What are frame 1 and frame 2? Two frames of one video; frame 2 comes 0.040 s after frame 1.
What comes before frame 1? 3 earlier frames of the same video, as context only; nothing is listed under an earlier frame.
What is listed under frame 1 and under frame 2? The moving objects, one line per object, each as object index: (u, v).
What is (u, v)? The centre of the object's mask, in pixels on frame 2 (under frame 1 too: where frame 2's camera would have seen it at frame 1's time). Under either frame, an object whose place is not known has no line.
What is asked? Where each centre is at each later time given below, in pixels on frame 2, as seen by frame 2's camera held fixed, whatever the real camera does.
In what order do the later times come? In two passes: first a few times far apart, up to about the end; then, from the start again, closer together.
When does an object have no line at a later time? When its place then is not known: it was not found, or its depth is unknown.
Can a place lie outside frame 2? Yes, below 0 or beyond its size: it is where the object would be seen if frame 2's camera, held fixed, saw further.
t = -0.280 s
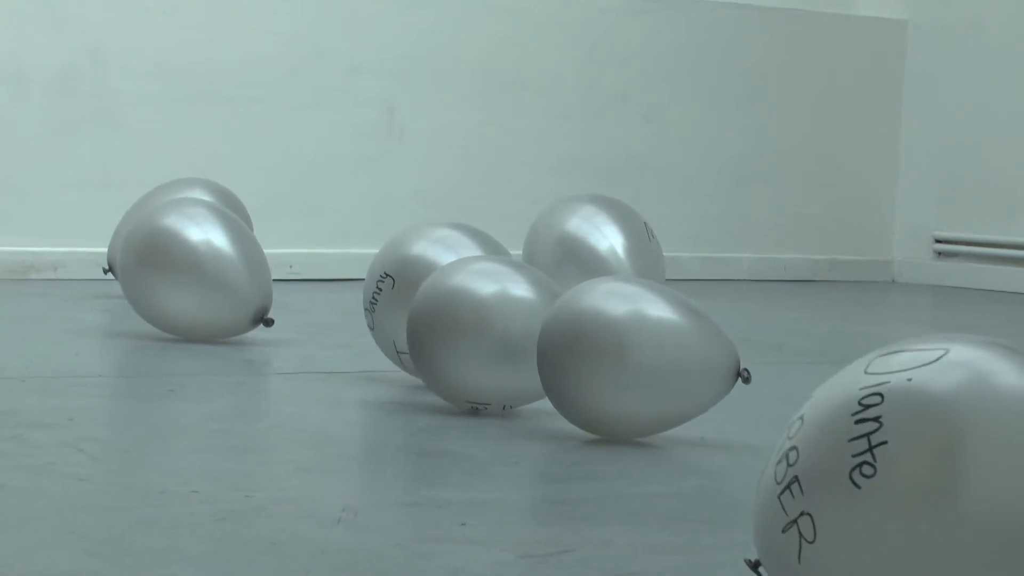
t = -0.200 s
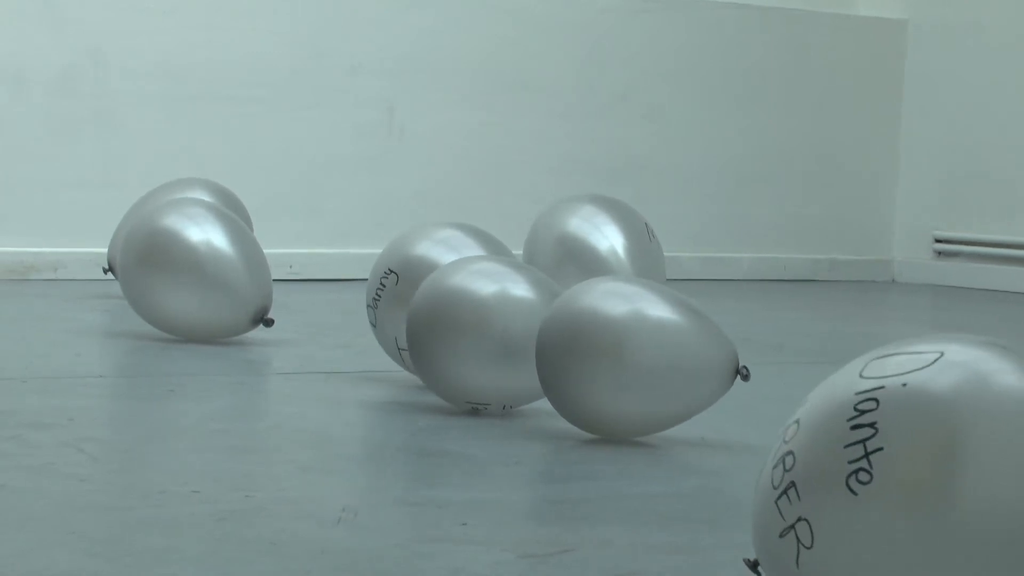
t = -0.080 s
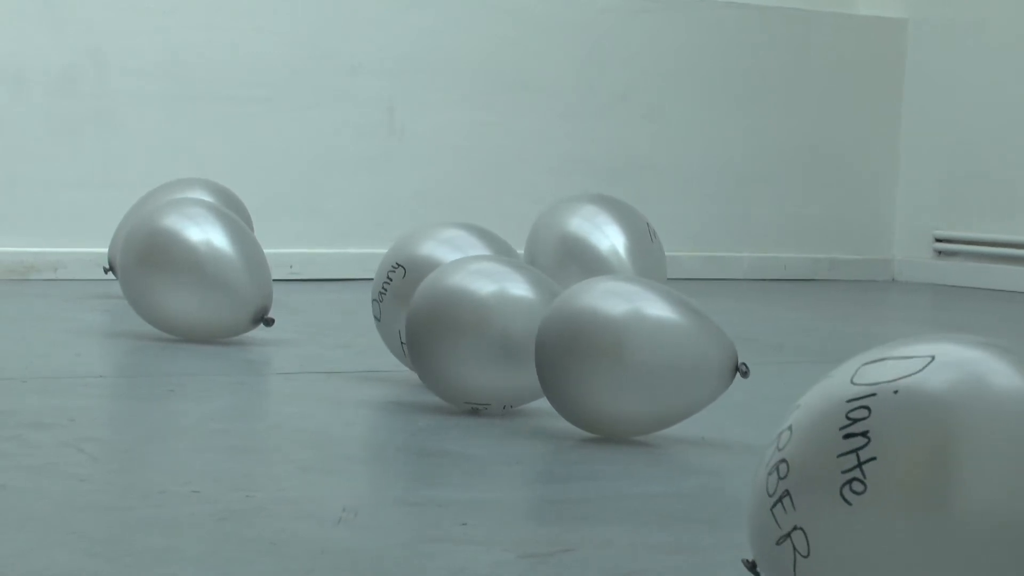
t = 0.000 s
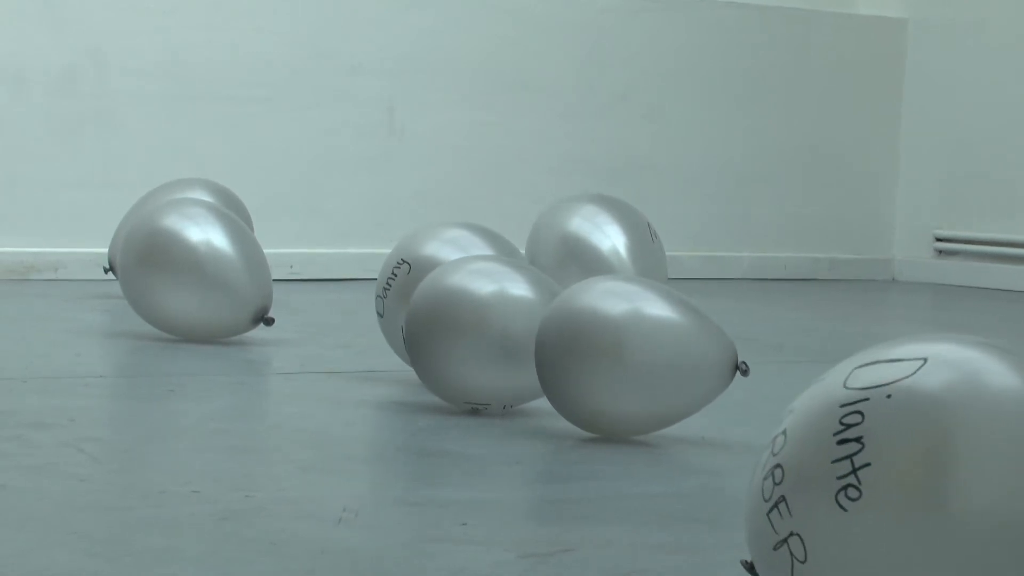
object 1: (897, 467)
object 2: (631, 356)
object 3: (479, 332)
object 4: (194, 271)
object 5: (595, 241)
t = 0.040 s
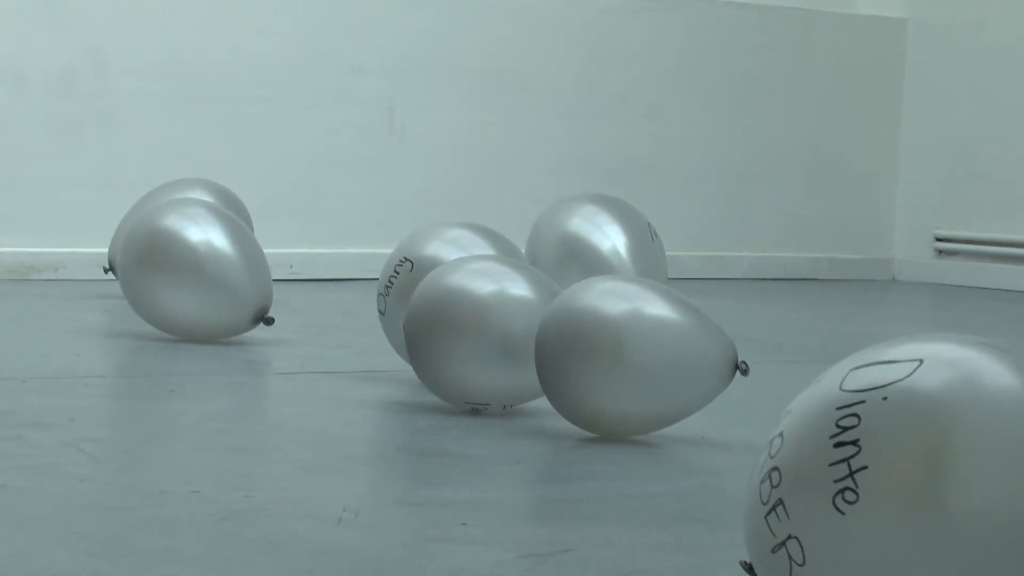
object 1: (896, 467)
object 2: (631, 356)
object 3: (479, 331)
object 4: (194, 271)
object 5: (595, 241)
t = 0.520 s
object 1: (882, 468)
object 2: (637, 358)
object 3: (478, 331)
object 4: (194, 271)
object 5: (599, 241)
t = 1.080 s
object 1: (872, 468)
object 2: (647, 362)
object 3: (478, 332)
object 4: (201, 272)
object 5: (601, 244)
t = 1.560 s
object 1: (868, 469)
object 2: (644, 364)
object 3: (480, 332)
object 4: (203, 273)
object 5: (608, 241)
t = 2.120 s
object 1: (867, 469)
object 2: (642, 365)
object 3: (482, 333)
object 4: (198, 273)
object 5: (606, 242)
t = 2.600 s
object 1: (874, 468)
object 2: (646, 367)
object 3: (484, 332)
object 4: (198, 273)
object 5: (601, 245)
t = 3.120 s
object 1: (886, 467)
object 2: (649, 368)
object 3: (483, 334)
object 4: (199, 273)
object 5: (596, 247)
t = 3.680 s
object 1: (898, 467)
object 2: (651, 368)
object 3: (486, 335)
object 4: (197, 274)
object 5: (598, 247)
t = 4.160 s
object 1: (903, 467)
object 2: (646, 367)
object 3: (490, 335)
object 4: (196, 274)
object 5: (600, 246)
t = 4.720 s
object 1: (906, 466)
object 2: (636, 365)
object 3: (483, 335)
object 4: (199, 273)
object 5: (599, 246)
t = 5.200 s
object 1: (907, 466)
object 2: (635, 364)
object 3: (478, 334)
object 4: (198, 272)
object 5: (598, 246)
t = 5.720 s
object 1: (905, 466)
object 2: (645, 366)
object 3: (480, 334)
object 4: (201, 273)
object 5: (599, 247)
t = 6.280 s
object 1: (899, 466)
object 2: (642, 365)
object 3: (482, 332)
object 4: (204, 272)
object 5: (602, 246)
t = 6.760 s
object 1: (891, 467)
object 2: (634, 364)
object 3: (481, 332)
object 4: (206, 271)
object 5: (604, 245)
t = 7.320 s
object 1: (885, 468)
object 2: (641, 365)
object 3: (482, 333)
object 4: (209, 270)
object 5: (603, 245)
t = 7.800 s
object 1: (882, 469)
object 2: (649, 365)
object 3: (482, 333)
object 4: (208, 270)
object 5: (600, 245)
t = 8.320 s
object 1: (883, 470)
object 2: (646, 364)
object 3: (482, 333)
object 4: (208, 271)
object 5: (600, 245)
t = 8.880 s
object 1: (889, 470)
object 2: (637, 363)
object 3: (482, 332)
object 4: (208, 270)
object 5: (596, 244)
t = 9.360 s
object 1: (896, 471)
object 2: (640, 363)
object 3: (483, 331)
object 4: (207, 270)
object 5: (593, 243)
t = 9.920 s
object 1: (901, 470)
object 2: (649, 364)
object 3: (481, 331)
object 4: (205, 271)
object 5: (591, 243)
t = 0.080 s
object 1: (895, 467)
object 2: (631, 356)
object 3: (478, 332)
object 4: (194, 271)
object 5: (595, 241)
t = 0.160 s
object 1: (894, 466)
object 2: (631, 356)
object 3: (478, 331)
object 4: (195, 271)
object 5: (596, 241)
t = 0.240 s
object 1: (891, 467)
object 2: (632, 356)
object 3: (478, 331)
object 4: (194, 272)
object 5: (596, 241)
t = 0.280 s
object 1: (889, 467)
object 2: (632, 357)
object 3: (478, 331)
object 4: (194, 272)
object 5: (596, 241)
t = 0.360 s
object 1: (887, 467)
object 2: (634, 357)
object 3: (478, 332)
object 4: (194, 272)
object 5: (597, 241)
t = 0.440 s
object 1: (885, 467)
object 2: (635, 357)
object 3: (478, 331)
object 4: (194, 271)
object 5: (598, 242)
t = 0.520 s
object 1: (882, 468)
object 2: (637, 358)
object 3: (478, 331)
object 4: (194, 271)
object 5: (599, 241)
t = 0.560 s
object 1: (881, 468)
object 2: (638, 358)
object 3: (478, 331)
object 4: (195, 271)
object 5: (598, 242)
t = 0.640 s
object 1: (879, 467)
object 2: (640, 359)
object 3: (478, 331)
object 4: (196, 271)
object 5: (599, 242)
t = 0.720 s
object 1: (878, 467)
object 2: (642, 359)
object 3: (478, 331)
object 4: (196, 271)
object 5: (599, 243)
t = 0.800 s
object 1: (877, 467)
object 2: (644, 360)
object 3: (478, 331)
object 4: (197, 271)
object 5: (599, 243)
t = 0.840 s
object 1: (876, 467)
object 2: (644, 360)
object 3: (478, 331)
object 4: (198, 271)
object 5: (599, 243)
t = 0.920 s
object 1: (874, 468)
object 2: (646, 361)
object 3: (478, 332)
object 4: (199, 272)
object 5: (600, 244)
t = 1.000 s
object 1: (873, 468)
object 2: (647, 361)
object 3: (478, 332)
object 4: (200, 272)
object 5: (600, 244)
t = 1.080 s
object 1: (872, 468)
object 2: (647, 362)
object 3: (478, 332)
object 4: (201, 272)
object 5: (601, 244)
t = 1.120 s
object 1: (872, 468)
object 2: (647, 362)
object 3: (478, 332)
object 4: (201, 272)
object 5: (606, 240)
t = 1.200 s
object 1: (871, 468)
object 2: (647, 362)
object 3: (479, 332)
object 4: (202, 272)
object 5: (607, 241)
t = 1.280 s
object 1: (870, 469)
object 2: (646, 363)
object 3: (479, 332)
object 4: (202, 273)
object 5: (607, 241)
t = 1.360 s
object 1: (870, 469)
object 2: (646, 363)
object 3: (479, 332)
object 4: (203, 273)
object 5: (607, 241)
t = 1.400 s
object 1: (869, 469)
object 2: (646, 363)
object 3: (479, 332)
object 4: (203, 273)
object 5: (608, 241)
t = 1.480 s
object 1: (869, 469)
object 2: (645, 364)
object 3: (479, 332)
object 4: (203, 273)
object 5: (608, 241)
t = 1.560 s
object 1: (868, 469)
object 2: (644, 364)
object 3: (480, 332)
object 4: (203, 273)
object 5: (608, 241)
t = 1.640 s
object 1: (868, 469)
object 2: (644, 364)
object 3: (480, 332)
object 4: (203, 273)
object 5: (608, 241)
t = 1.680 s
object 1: (868, 469)
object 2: (644, 364)
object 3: (480, 332)
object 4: (203, 273)
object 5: (608, 241)
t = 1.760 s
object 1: (867, 469)
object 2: (643, 364)
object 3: (481, 333)
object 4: (202, 273)
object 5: (608, 241)
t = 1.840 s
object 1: (867, 469)
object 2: (642, 365)
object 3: (481, 333)
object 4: (201, 273)
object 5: (608, 241)
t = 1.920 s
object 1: (867, 469)
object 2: (642, 365)
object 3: (481, 333)
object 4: (200, 273)
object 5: (607, 242)
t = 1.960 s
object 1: (867, 469)
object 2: (642, 365)
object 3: (482, 333)
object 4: (200, 273)
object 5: (607, 242)
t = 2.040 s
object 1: (867, 469)
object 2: (642, 365)
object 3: (482, 333)
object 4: (199, 273)
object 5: (607, 242)
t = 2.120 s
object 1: (867, 469)
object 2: (642, 365)
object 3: (482, 333)
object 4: (198, 273)
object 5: (606, 242)
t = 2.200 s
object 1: (867, 469)
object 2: (642, 366)
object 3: (483, 333)
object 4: (197, 273)
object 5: (605, 243)
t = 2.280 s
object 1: (868, 469)
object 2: (642, 366)
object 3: (483, 333)
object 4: (197, 273)
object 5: (604, 243)
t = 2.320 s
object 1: (869, 468)
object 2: (643, 366)
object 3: (484, 333)
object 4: (197, 272)
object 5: (604, 243)
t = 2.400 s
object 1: (871, 468)
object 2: (644, 366)
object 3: (485, 333)
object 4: (197, 273)
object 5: (603, 244)
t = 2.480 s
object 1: (872, 468)
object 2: (646, 366)
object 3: (485, 333)
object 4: (198, 273)
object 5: (600, 246)
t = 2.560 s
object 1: (874, 468)
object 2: (646, 367)
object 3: (485, 333)
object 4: (198, 273)
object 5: (602, 244)
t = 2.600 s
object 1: (874, 468)
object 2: (646, 367)
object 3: (484, 332)
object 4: (198, 273)
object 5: (601, 245)
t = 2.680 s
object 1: (877, 468)
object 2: (648, 367)
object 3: (486, 333)
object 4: (199, 272)
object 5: (601, 245)
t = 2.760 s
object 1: (878, 467)
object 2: (648, 367)
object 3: (485, 333)
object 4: (200, 272)
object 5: (600, 246)
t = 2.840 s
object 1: (880, 467)
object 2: (648, 367)
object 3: (484, 333)
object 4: (200, 273)
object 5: (598, 247)
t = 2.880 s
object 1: (881, 467)
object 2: (649, 367)
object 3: (484, 333)
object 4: (199, 273)
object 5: (598, 247)
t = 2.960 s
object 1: (882, 467)
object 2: (648, 368)
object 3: (484, 333)
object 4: (199, 273)
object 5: (597, 247)
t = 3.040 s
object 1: (884, 468)
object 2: (649, 368)
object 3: (483, 333)
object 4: (199, 273)
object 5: (597, 247)
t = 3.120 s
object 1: (886, 467)
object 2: (649, 368)
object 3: (483, 334)
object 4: (199, 273)
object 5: (596, 247)
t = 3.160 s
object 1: (888, 467)
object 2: (650, 368)
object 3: (484, 333)
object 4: (201, 273)
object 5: (598, 247)
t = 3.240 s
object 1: (890, 467)
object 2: (651, 368)
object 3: (484, 333)
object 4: (201, 273)
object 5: (598, 247)
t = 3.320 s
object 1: (891, 467)
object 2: (651, 368)
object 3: (484, 334)
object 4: (200, 273)
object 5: (598, 247)
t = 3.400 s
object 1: (893, 467)
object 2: (651, 368)
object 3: (484, 334)
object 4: (199, 273)
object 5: (598, 247)
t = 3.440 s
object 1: (894, 467)
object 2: (651, 368)
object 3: (484, 334)
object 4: (199, 273)
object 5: (598, 247)
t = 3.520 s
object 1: (895, 467)
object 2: (651, 368)
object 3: (485, 334)
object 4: (198, 273)
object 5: (598, 247)
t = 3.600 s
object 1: (896, 468)
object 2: (651, 368)
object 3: (486, 334)
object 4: (198, 274)
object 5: (598, 247)
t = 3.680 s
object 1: (898, 467)
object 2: (651, 368)
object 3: (486, 335)
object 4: (197, 274)
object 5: (598, 247)
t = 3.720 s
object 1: (898, 467)
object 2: (651, 368)
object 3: (487, 335)
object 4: (197, 274)
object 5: (598, 247)
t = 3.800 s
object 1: (899, 467)
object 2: (650, 368)
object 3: (487, 335)
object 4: (196, 274)
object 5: (598, 247)
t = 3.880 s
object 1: (901, 467)
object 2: (650, 368)
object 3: (489, 335)
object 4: (196, 274)
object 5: (599, 247)
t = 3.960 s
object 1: (902, 467)
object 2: (649, 368)
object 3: (489, 335)
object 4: (196, 274)
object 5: (599, 247)
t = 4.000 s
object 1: (902, 467)
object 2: (648, 368)
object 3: (489, 335)
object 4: (196, 274)
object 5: (599, 246)
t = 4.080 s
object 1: (902, 467)
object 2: (647, 367)
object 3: (490, 335)
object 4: (196, 274)
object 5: (600, 246)
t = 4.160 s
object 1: (903, 467)
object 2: (646, 367)
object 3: (490, 335)
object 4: (196, 274)
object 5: (600, 246)
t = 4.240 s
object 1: (904, 466)
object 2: (644, 367)
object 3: (489, 336)
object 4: (196, 274)
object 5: (600, 246)
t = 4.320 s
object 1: (904, 466)
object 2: (643, 367)
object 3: (489, 335)
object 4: (196, 274)
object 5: (599, 246)
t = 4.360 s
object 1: (904, 466)
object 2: (642, 367)
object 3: (488, 335)
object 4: (197, 274)
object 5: (599, 246)
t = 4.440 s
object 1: (905, 466)
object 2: (640, 366)
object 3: (487, 335)
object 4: (197, 274)
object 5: (599, 246)
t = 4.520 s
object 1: (905, 466)
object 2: (639, 366)
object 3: (486, 335)
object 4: (197, 273)
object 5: (599, 246)
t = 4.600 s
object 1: (905, 466)
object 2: (637, 365)
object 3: (485, 335)
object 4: (198, 273)
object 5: (599, 246)
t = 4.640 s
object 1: (906, 466)
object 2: (637, 365)
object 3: (484, 335)
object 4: (198, 273)
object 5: (599, 246)
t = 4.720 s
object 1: (906, 466)
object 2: (636, 365)
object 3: (483, 335)
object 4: (199, 273)
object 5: (599, 246)
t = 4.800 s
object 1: (906, 466)
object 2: (635, 364)
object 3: (482, 335)
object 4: (199, 272)
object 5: (599, 246)
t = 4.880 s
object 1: (906, 466)
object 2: (634, 364)
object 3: (480, 334)
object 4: (198, 272)
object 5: (598, 246)
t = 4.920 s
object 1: (907, 466)
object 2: (634, 364)
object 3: (480, 334)
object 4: (198, 272)
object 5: (598, 246)
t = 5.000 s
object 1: (907, 466)
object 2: (634, 364)
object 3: (479, 334)
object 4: (199, 272)
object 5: (598, 246)
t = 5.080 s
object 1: (907, 466)
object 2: (634, 364)
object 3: (478, 334)
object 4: (198, 272)
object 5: (598, 246)
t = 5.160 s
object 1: (907, 466)
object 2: (635, 364)
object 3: (478, 334)
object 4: (198, 272)
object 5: (598, 246)
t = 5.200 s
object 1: (907, 466)
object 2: (635, 364)
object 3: (478, 334)
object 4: (198, 272)
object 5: (598, 246)
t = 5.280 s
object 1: (907, 466)
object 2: (637, 364)
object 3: (478, 334)
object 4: (198, 273)
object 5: (598, 246)
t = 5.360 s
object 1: (907, 466)
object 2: (638, 365)
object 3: (478, 334)
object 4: (198, 273)
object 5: (598, 247)
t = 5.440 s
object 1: (907, 466)
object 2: (640, 365)
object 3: (478, 334)
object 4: (198, 273)
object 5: (598, 247)
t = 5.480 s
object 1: (907, 466)
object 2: (641, 365)
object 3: (479, 334)
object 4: (199, 273)
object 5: (598, 247)
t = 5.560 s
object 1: (906, 466)
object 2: (642, 366)
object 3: (479, 334)
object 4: (199, 273)
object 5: (598, 247)
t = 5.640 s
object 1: (906, 466)
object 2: (644, 366)
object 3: (480, 334)
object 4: (200, 273)
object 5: (599, 247)
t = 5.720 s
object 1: (905, 466)
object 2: (645, 366)
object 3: (480, 334)
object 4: (201, 273)
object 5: (599, 247)
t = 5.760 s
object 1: (905, 466)
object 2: (645, 366)
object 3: (480, 334)
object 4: (201, 273)
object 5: (599, 247)
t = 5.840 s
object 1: (903, 466)
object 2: (646, 366)
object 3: (481, 334)
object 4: (202, 272)
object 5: (600, 247)
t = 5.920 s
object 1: (903, 466)
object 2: (646, 366)
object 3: (481, 333)
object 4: (203, 272)
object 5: (600, 247)
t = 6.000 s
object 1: (902, 466)
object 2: (646, 366)
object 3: (482, 333)
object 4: (203, 272)
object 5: (600, 247)
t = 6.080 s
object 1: (901, 466)
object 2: (646, 366)
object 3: (482, 333)
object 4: (204, 272)
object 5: (601, 246)
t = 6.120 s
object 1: (901, 466)
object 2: (645, 366)
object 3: (482, 333)
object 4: (204, 272)
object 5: (601, 246)
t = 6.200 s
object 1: (900, 466)
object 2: (644, 365)
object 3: (482, 332)
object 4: (204, 272)
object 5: (602, 246)
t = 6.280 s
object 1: (899, 466)
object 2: (642, 365)
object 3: (482, 332)
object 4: (204, 272)
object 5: (602, 246)
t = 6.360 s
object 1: (897, 466)
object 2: (641, 365)
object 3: (482, 332)
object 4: (205, 271)
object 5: (603, 245)
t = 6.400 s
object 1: (897, 467)
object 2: (640, 365)
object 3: (482, 332)
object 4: (205, 271)
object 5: (603, 245)
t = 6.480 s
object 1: (895, 467)
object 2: (638, 364)
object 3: (482, 332)
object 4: (205, 271)
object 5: (603, 246)
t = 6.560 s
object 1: (894, 467)
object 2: (636, 364)
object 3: (481, 332)
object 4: (205, 272)
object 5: (603, 245)
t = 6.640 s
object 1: (893, 467)
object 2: (635, 364)
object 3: (482, 332)
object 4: (206, 271)
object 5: (604, 245)
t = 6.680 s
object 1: (892, 467)
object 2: (635, 364)
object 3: (482, 332)
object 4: (206, 271)
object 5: (604, 245)
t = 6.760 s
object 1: (891, 467)
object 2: (634, 364)
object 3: (481, 332)
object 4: (206, 271)
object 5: (604, 245)
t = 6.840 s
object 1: (890, 467)
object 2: (634, 363)
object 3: (481, 332)
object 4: (207, 271)
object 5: (604, 245)
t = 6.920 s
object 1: (889, 467)
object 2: (634, 364)
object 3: (481, 332)
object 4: (207, 271)
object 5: (603, 245)
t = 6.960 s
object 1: (889, 467)
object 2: (634, 364)
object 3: (481, 332)
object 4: (207, 270)
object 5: (603, 245)
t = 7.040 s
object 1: (888, 468)
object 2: (635, 364)
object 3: (481, 332)
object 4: (207, 271)
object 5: (603, 245)
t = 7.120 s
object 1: (887, 468)
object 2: (636, 364)
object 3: (481, 332)
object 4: (207, 270)
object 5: (603, 245)
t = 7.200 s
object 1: (886, 468)
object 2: (638, 364)
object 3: (481, 332)
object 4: (208, 270)
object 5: (603, 245)
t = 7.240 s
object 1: (886, 468)
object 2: (639, 364)
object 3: (481, 332)
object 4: (208, 270)
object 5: (603, 245)
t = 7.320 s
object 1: (885, 468)
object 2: (641, 365)
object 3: (482, 333)
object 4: (209, 270)
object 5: (603, 245)
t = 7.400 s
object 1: (885, 468)
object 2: (643, 365)
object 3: (482, 333)
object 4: (209, 270)
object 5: (602, 245)
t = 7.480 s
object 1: (884, 468)
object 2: (645, 365)
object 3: (482, 333)
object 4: (209, 270)
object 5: (602, 245)
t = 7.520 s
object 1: (884, 468)
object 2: (645, 365)
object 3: (483, 333)
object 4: (209, 270)
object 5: (601, 245)
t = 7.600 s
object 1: (883, 468)
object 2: (646, 365)
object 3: (482, 333)
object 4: (209, 270)
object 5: (601, 245)
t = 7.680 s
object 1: (883, 469)
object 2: (648, 365)
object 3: (483, 333)
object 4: (209, 270)
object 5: (601, 245)
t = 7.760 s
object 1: (882, 469)
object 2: (648, 365)
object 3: (483, 333)
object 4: (208, 270)
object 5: (600, 245)
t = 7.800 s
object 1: (882, 469)
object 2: (649, 365)
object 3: (482, 333)
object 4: (208, 270)
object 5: (600, 245)
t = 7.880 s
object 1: (882, 469)
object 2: (649, 365)
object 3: (482, 333)
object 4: (208, 270)
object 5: (600, 245)
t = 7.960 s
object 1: (882, 469)
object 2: (649, 364)
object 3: (483, 333)
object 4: (208, 270)
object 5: (601, 244)
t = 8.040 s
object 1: (882, 469)
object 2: (649, 364)
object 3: (483, 333)
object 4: (208, 270)
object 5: (601, 244)
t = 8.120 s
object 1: (882, 469)
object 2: (649, 364)
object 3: (482, 333)
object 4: (208, 270)
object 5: (600, 244)
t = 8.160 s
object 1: (882, 469)
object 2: (648, 364)
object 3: (482, 332)
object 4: (208, 270)
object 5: (600, 244)
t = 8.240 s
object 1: (882, 469)
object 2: (647, 364)
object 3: (482, 332)
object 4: (207, 270)
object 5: (600, 244)
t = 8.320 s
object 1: (883, 470)
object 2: (646, 364)
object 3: (482, 333)
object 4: (208, 271)
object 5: (600, 245)
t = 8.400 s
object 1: (884, 470)
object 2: (645, 364)
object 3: (482, 333)
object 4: (208, 271)
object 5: (599, 245)
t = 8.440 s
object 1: (884, 470)
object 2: (644, 364)
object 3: (482, 333)
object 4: (208, 271)
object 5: (599, 245)
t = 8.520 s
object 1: (885, 470)
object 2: (642, 364)
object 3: (482, 333)
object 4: (208, 270)
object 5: (598, 244)
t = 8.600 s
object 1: (885, 470)
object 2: (641, 363)
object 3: (482, 333)
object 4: (208, 270)
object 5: (597, 245)
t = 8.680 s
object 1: (887, 470)
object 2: (640, 364)
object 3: (482, 333)
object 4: (208, 270)
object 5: (597, 244)
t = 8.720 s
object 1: (887, 470)
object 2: (639, 363)
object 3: (482, 333)
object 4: (208, 270)
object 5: (597, 244)
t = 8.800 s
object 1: (888, 470)
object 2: (638, 363)
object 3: (482, 332)
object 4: (208, 270)
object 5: (596, 244)
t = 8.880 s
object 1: (889, 470)
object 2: (637, 363)
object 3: (482, 332)
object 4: (208, 270)
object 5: (596, 244)
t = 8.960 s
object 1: (891, 470)
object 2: (637, 363)
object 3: (482, 332)
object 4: (208, 270)
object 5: (595, 244)
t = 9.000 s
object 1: (891, 470)
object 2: (637, 363)
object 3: (482, 332)
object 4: (208, 270)
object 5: (595, 244)
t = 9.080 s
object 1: (892, 470)
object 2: (637, 363)
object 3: (482, 332)
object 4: (208, 270)
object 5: (594, 244)
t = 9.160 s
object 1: (893, 471)
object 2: (637, 363)
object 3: (482, 331)
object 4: (207, 269)
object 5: (594, 243)
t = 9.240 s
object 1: (894, 470)
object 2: (638, 363)
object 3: (483, 331)
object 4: (207, 269)
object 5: (593, 243)
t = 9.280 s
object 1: (895, 470)
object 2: (639, 363)
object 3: (483, 331)
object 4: (207, 269)
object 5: (593, 243)
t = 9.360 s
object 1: (896, 471)
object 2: (640, 363)
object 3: (483, 331)
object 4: (207, 270)
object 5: (593, 243)
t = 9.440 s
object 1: (897, 471)
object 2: (642, 363)
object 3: (483, 331)
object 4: (206, 270)
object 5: (593, 243)
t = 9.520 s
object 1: (898, 471)
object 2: (643, 363)
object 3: (483, 331)
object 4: (206, 270)
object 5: (592, 243)
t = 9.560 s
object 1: (898, 470)
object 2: (644, 363)
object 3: (483, 331)
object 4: (206, 270)
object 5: (592, 243)
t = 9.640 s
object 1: (899, 470)
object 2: (645, 363)
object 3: (482, 331)
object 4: (205, 270)
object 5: (592, 243)
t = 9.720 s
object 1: (900, 470)
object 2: (647, 364)
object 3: (482, 331)
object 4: (205, 271)
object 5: (592, 243)
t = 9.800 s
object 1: (901, 470)
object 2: (648, 364)
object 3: (481, 331)
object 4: (205, 271)
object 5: (591, 243)
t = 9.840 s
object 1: (901, 470)
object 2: (648, 364)
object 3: (481, 331)
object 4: (205, 271)
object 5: (591, 243)
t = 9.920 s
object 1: (901, 470)
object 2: (649, 364)
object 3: (481, 331)
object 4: (205, 271)
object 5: (591, 243)
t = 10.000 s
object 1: (901, 470)
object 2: (650, 363)
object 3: (480, 331)
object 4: (205, 271)
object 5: (591, 243)
